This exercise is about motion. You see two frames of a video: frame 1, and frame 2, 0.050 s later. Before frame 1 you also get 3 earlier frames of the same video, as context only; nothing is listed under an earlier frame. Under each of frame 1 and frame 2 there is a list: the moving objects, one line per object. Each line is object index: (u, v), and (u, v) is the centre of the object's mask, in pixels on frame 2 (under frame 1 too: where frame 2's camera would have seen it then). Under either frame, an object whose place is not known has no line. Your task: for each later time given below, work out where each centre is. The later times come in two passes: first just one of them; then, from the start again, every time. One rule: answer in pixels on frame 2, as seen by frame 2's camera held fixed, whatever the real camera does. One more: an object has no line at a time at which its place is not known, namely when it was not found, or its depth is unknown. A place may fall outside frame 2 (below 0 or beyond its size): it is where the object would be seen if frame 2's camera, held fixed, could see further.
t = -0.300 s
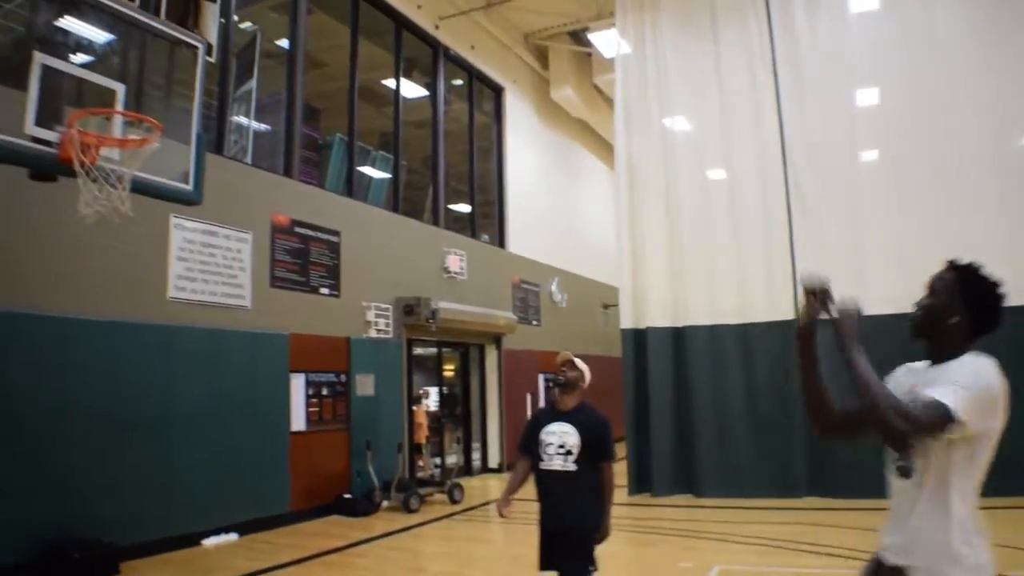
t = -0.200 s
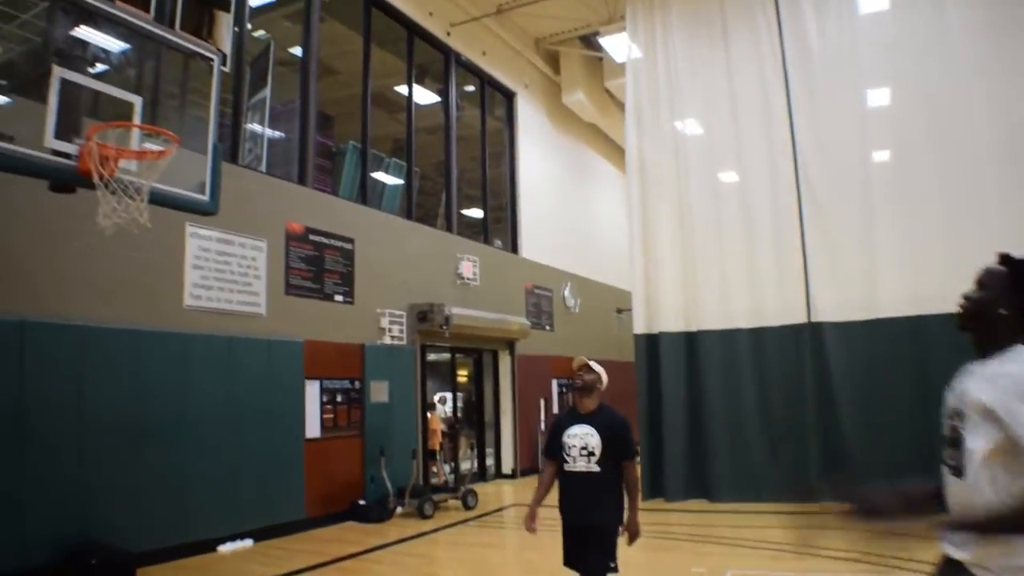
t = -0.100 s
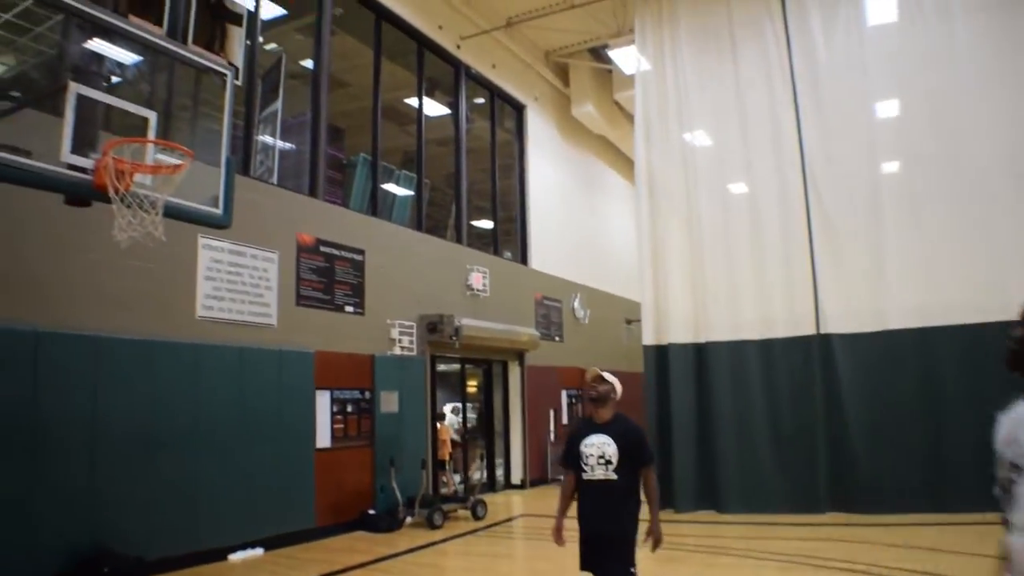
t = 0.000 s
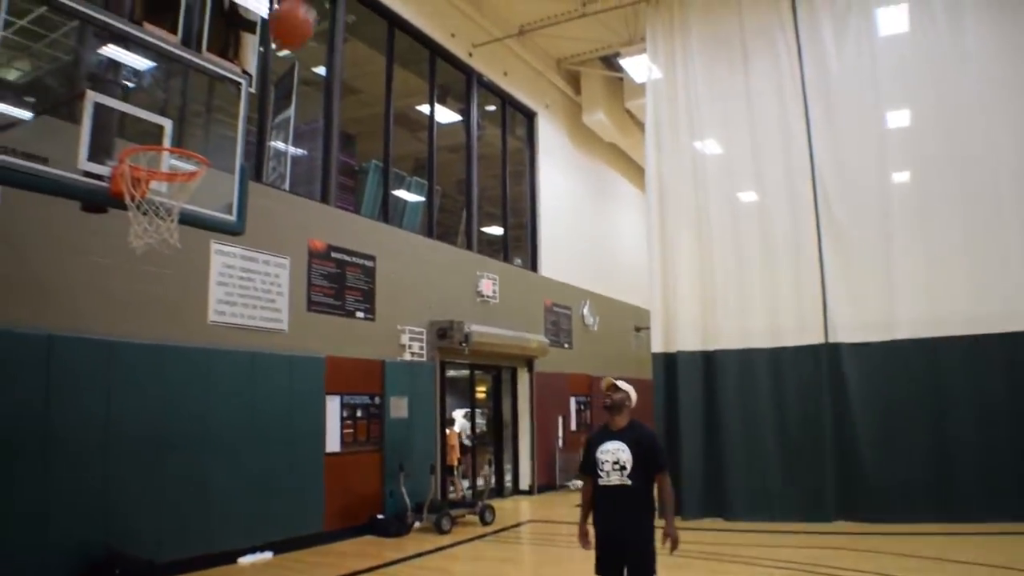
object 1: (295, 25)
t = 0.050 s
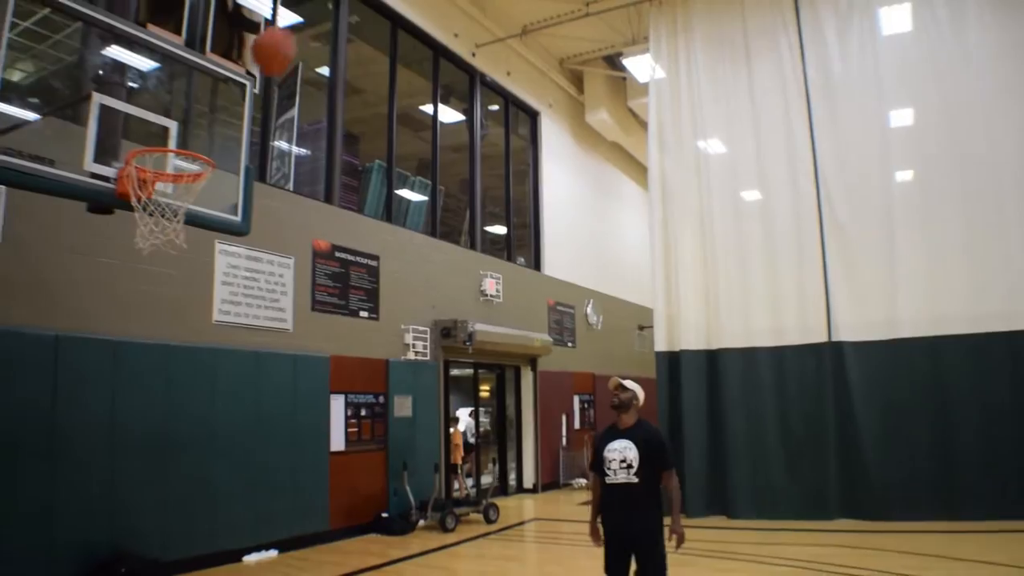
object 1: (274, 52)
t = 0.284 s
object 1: (205, 134)
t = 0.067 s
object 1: (265, 60)
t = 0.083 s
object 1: (260, 69)
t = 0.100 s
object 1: (252, 81)
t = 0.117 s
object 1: (244, 93)
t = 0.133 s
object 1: (237, 103)
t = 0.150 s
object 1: (231, 112)
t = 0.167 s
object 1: (224, 125)
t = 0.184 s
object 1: (218, 137)
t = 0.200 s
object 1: (214, 141)
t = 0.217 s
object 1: (212, 139)
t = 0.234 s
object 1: (210, 137)
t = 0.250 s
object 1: (208, 136)
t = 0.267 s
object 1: (206, 134)
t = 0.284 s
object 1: (205, 134)
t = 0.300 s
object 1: (202, 134)
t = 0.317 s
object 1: (200, 134)
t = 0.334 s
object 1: (198, 135)
